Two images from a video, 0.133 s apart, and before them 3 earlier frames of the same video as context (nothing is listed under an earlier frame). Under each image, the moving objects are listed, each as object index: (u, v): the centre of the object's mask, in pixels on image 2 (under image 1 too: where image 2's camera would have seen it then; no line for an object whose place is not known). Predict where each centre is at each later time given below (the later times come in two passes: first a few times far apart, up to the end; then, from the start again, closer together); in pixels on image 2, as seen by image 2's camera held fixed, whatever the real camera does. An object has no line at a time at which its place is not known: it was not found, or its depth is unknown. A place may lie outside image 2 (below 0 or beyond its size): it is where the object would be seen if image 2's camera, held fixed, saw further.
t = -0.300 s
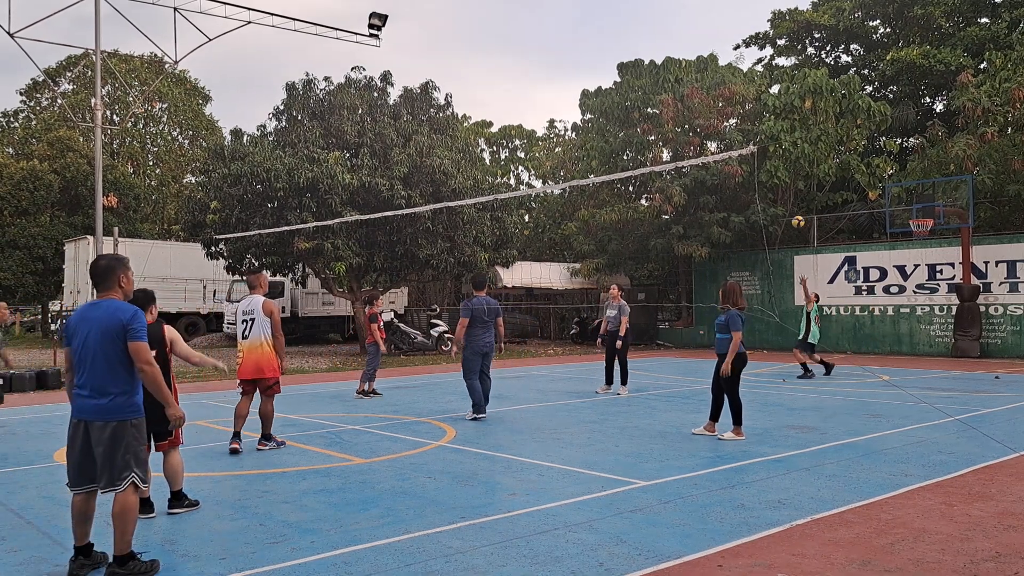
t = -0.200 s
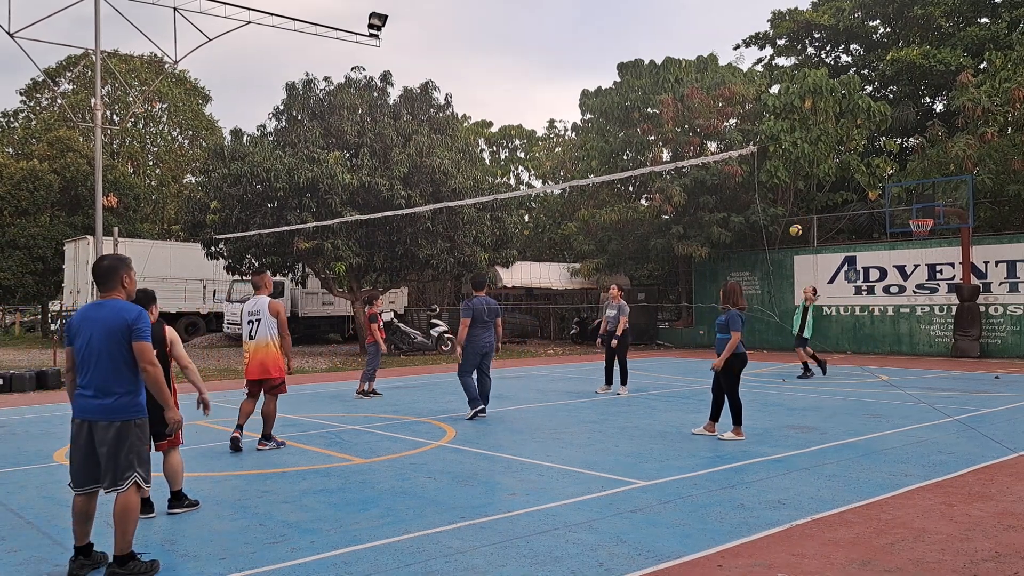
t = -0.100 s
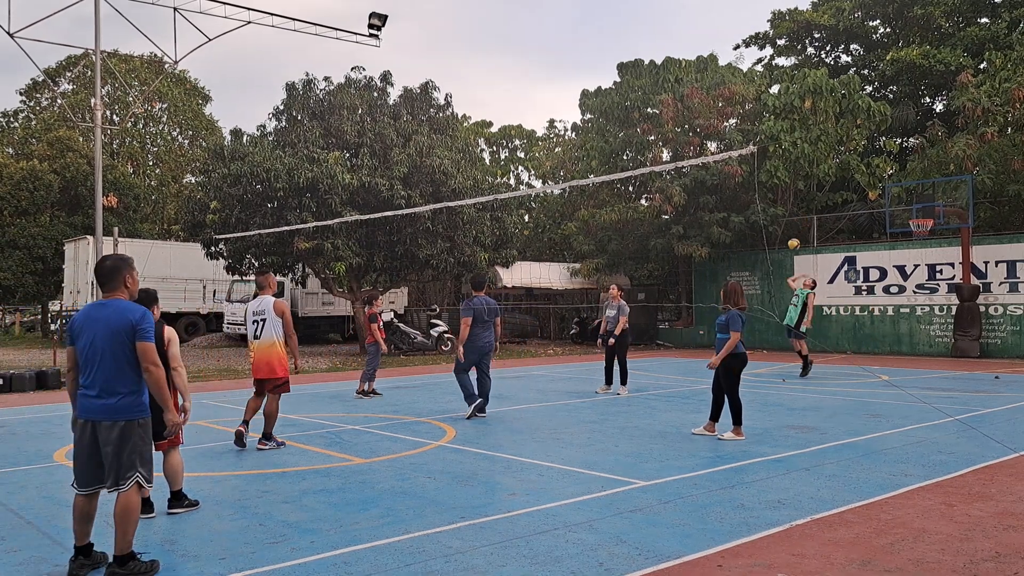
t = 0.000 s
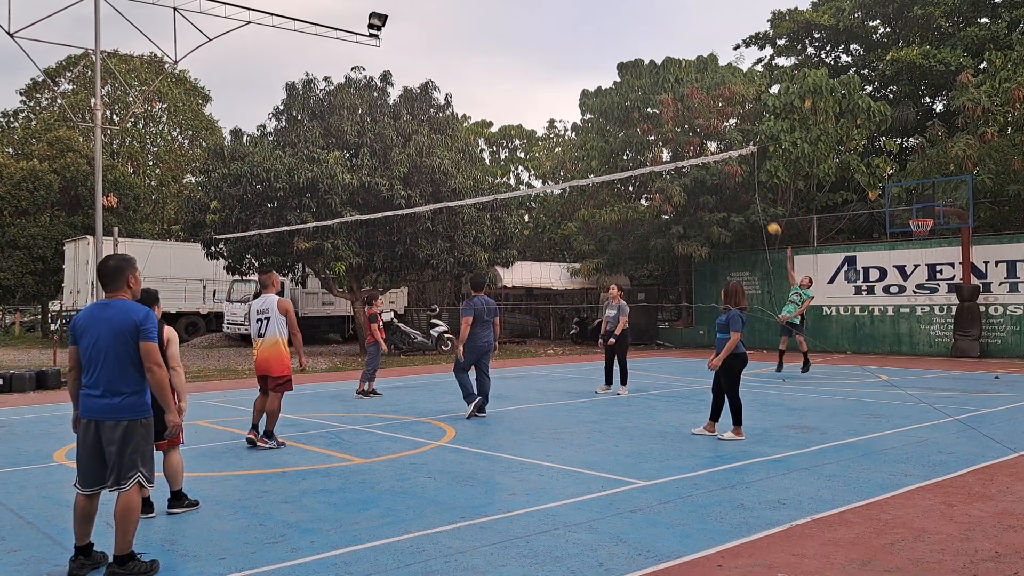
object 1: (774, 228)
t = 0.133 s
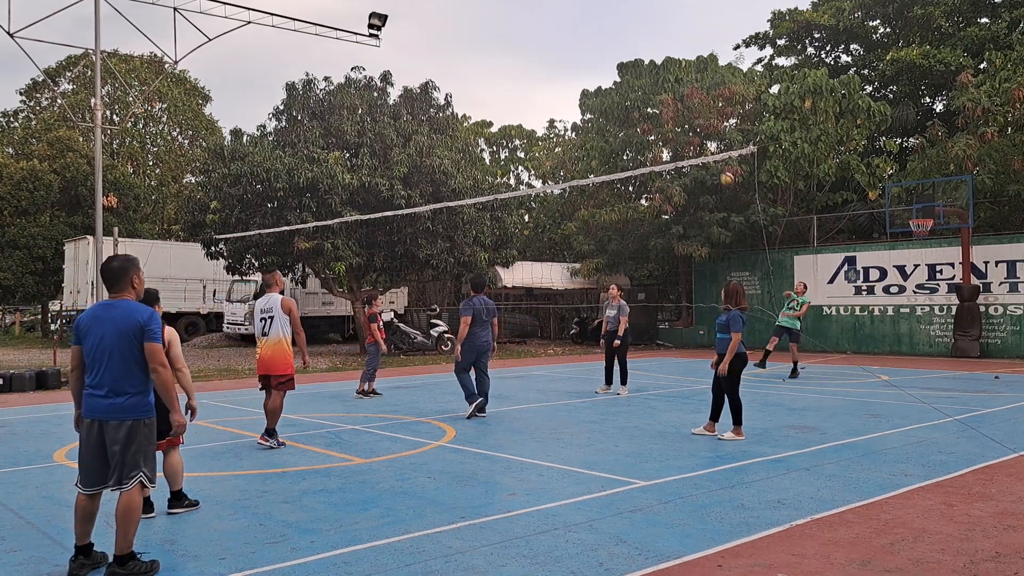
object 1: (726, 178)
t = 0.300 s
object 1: (665, 128)
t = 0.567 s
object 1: (556, 76)
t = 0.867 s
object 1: (414, 72)
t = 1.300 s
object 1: (156, 206)
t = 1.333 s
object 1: (133, 224)
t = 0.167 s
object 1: (714, 168)
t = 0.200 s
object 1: (702, 154)
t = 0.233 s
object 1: (689, 146)
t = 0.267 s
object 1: (677, 137)
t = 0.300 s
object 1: (665, 128)
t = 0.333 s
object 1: (652, 120)
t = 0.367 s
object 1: (639, 112)
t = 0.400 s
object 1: (627, 104)
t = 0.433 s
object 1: (613, 97)
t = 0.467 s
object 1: (599, 91)
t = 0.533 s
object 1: (571, 81)
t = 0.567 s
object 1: (556, 76)
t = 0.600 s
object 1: (542, 73)
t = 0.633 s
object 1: (527, 70)
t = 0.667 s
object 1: (512, 67)
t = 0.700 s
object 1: (496, 66)
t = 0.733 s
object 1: (480, 66)
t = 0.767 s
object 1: (464, 66)
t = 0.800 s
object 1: (448, 67)
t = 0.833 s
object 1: (431, 69)
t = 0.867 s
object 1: (414, 72)
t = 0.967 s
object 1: (360, 85)
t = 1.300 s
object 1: (156, 206)
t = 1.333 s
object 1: (133, 224)
